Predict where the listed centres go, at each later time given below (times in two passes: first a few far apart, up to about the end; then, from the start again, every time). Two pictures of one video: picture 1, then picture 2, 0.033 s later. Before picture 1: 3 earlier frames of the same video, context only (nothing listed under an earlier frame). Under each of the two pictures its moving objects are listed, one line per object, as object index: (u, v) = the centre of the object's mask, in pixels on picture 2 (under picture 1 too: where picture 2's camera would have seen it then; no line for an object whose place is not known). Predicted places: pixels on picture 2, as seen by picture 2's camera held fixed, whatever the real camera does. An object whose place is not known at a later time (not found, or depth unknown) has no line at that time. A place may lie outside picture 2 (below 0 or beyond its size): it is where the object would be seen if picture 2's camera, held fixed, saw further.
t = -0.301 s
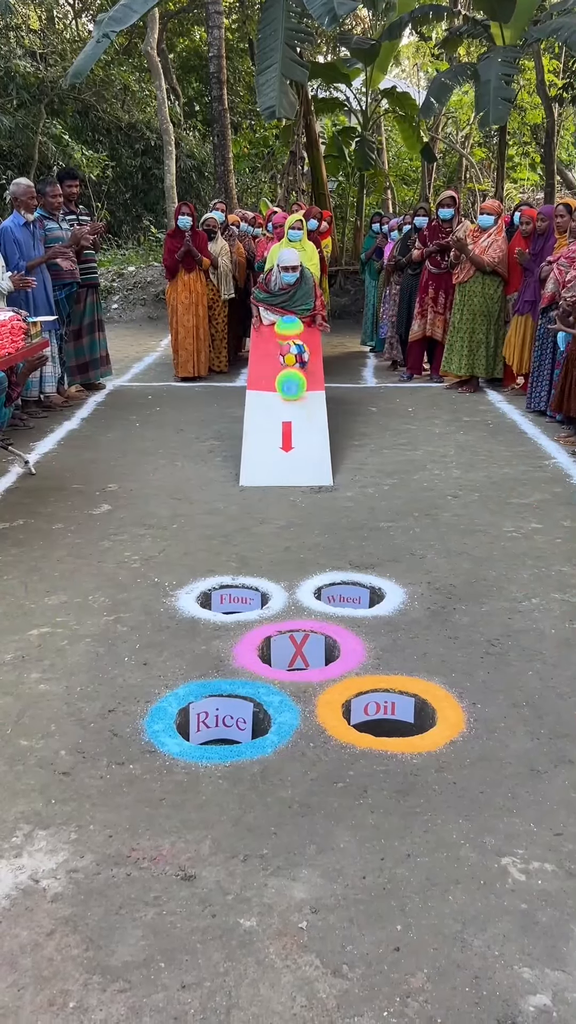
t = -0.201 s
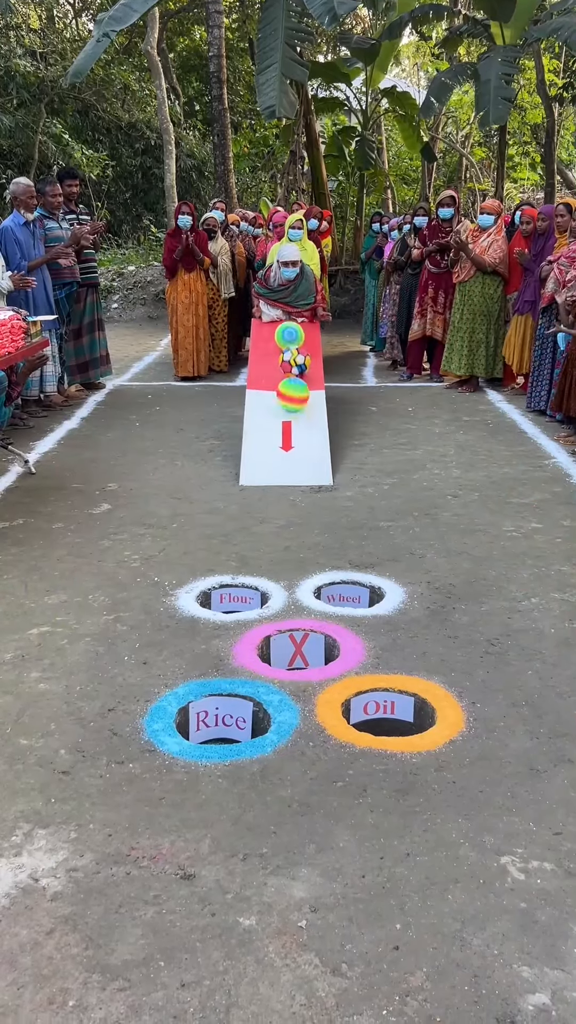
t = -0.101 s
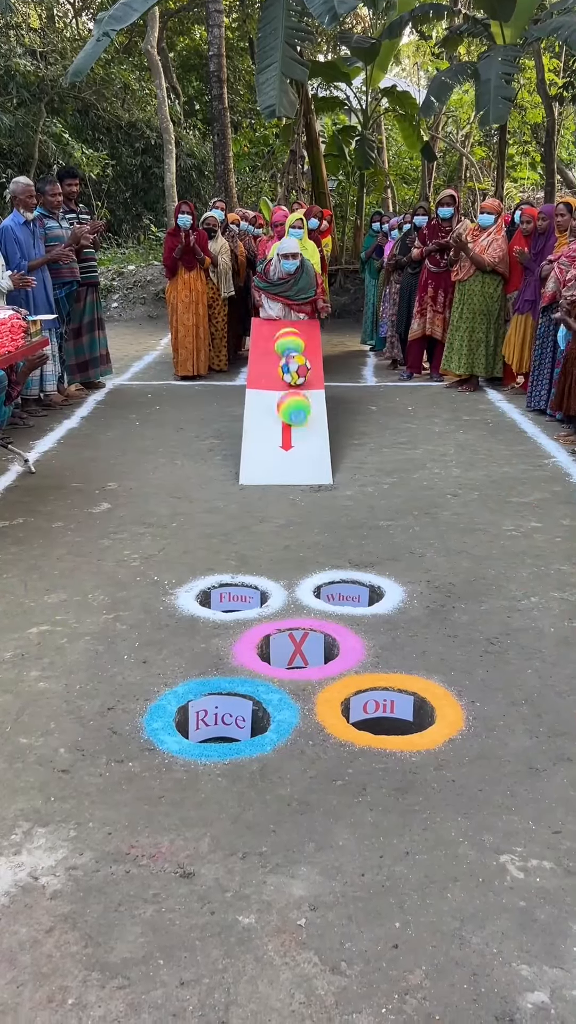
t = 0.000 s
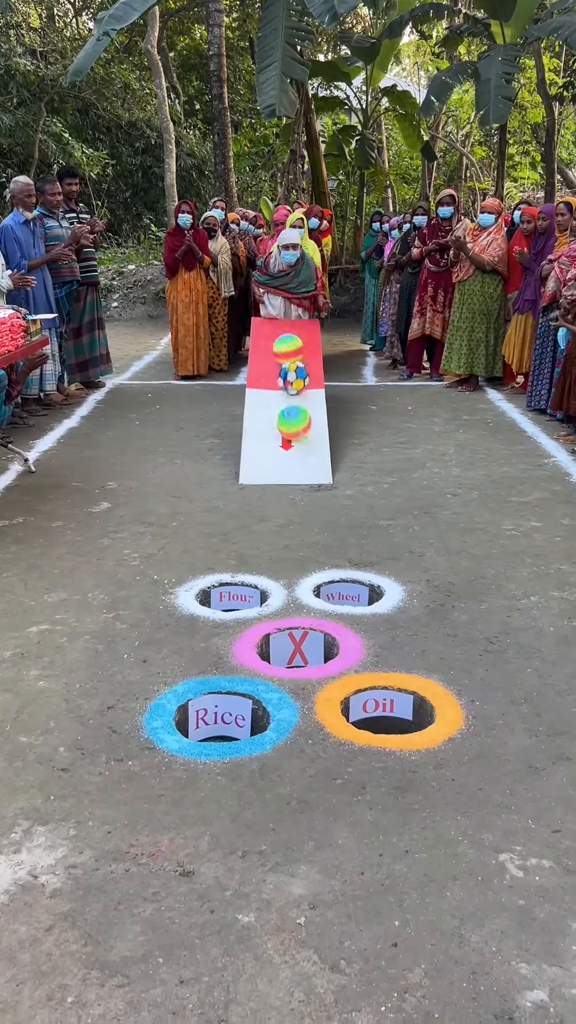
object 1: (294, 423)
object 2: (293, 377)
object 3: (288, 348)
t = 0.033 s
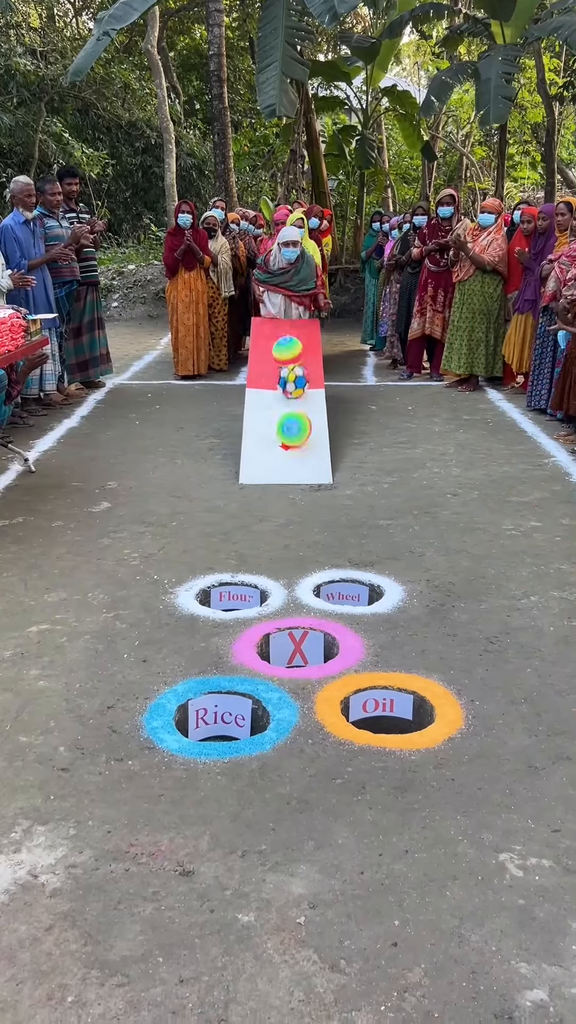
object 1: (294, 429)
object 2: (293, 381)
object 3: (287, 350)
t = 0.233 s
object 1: (295, 464)
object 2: (287, 405)
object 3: (284, 371)
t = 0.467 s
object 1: (299, 488)
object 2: (275, 438)
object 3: (275, 400)
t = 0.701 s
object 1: (305, 518)
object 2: (258, 472)
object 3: (264, 436)
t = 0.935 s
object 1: (318, 551)
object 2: (233, 498)
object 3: (251, 468)
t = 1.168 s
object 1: (356, 577)
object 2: (200, 525)
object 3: (231, 498)
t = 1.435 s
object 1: (422, 629)
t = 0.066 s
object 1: (294, 435)
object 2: (292, 385)
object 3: (287, 353)
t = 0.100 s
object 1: (294, 440)
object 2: (291, 388)
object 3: (286, 357)
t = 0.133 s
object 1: (295, 446)
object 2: (290, 393)
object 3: (285, 362)
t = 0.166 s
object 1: (295, 451)
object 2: (289, 397)
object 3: (285, 364)
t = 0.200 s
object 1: (295, 458)
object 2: (288, 401)
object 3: (285, 368)
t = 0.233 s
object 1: (295, 464)
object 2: (287, 405)
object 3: (284, 371)
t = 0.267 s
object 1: (296, 468)
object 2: (285, 409)
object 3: (283, 374)
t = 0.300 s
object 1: (296, 469)
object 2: (284, 413)
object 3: (282, 379)
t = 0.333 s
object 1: (296, 471)
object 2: (282, 418)
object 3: (281, 385)
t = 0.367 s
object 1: (297, 476)
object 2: (281, 423)
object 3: (280, 388)
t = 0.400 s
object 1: (297, 481)
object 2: (279, 428)
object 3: (278, 393)
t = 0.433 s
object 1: (298, 487)
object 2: (277, 433)
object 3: (277, 396)
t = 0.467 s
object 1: (299, 488)
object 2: (275, 438)
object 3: (275, 400)
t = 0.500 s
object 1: (300, 491)
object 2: (272, 445)
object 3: (274, 404)
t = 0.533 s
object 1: (301, 496)
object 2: (270, 450)
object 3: (272, 409)
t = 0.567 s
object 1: (301, 502)
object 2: (268, 456)
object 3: (271, 414)
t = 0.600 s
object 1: (302, 505)
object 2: (266, 460)
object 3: (269, 420)
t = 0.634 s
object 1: (303, 507)
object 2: (264, 466)
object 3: (268, 424)
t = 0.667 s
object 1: (303, 511)
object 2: (261, 469)
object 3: (266, 431)
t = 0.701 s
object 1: (305, 518)
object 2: (258, 472)
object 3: (264, 436)
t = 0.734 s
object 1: (307, 524)
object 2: (256, 476)
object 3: (263, 442)
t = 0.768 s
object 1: (308, 525)
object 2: (252, 480)
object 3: (261, 446)
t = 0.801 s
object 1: (311, 529)
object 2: (248, 482)
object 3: (259, 451)
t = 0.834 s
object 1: (313, 535)
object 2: (245, 487)
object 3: (258, 456)
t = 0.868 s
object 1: (315, 544)
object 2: (241, 490)
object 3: (256, 462)
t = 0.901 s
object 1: (316, 547)
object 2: (237, 494)
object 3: (254, 465)
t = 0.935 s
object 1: (318, 551)
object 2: (233, 498)
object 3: (251, 468)
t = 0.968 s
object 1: (320, 558)
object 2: (230, 501)
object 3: (249, 471)
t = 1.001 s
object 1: (323, 565)
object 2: (226, 504)
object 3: (247, 477)
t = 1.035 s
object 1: (326, 573)
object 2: (222, 509)
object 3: (244, 481)
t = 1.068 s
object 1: (333, 572)
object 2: (217, 512)
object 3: (241, 483)
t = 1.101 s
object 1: (341, 571)
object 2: (212, 515)
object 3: (238, 486)
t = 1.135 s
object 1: (349, 571)
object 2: (206, 522)
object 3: (234, 492)
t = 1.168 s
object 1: (356, 577)
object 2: (200, 525)
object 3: (231, 498)
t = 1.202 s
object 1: (363, 583)
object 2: (194, 530)
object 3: (228, 501)
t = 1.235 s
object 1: (372, 593)
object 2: (188, 535)
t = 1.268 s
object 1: (379, 602)
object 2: (183, 539)
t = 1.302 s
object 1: (387, 602)
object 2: (177, 544)
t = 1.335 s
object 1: (396, 605)
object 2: (171, 550)
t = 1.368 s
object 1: (405, 610)
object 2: (165, 555)
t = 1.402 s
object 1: (414, 618)
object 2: (158, 559)
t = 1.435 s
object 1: (422, 629)
